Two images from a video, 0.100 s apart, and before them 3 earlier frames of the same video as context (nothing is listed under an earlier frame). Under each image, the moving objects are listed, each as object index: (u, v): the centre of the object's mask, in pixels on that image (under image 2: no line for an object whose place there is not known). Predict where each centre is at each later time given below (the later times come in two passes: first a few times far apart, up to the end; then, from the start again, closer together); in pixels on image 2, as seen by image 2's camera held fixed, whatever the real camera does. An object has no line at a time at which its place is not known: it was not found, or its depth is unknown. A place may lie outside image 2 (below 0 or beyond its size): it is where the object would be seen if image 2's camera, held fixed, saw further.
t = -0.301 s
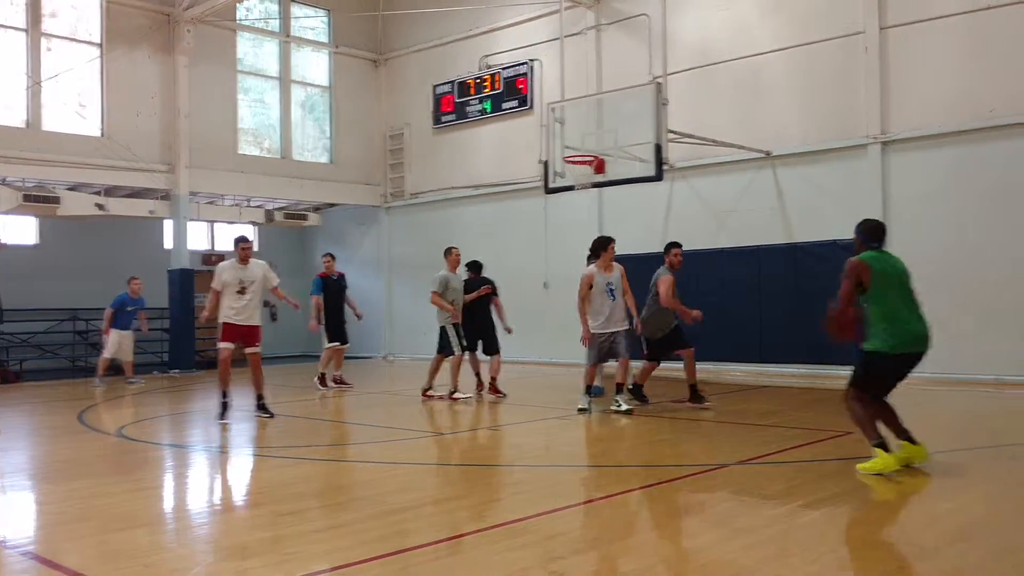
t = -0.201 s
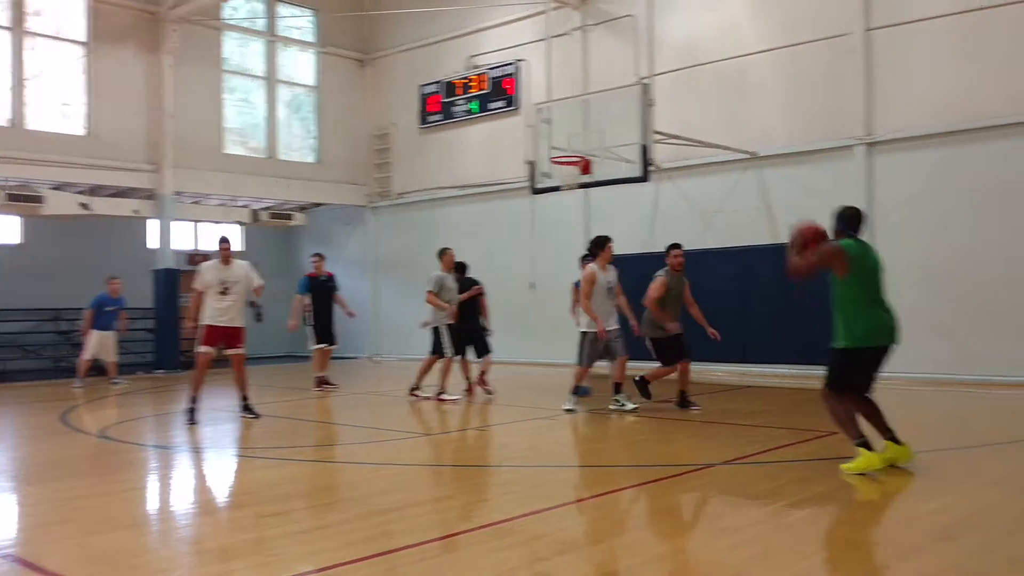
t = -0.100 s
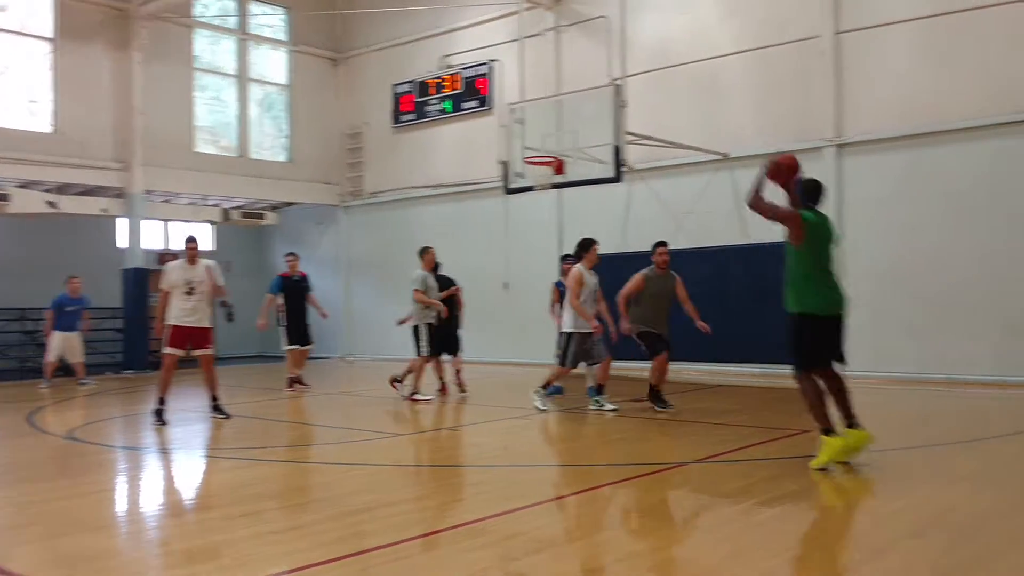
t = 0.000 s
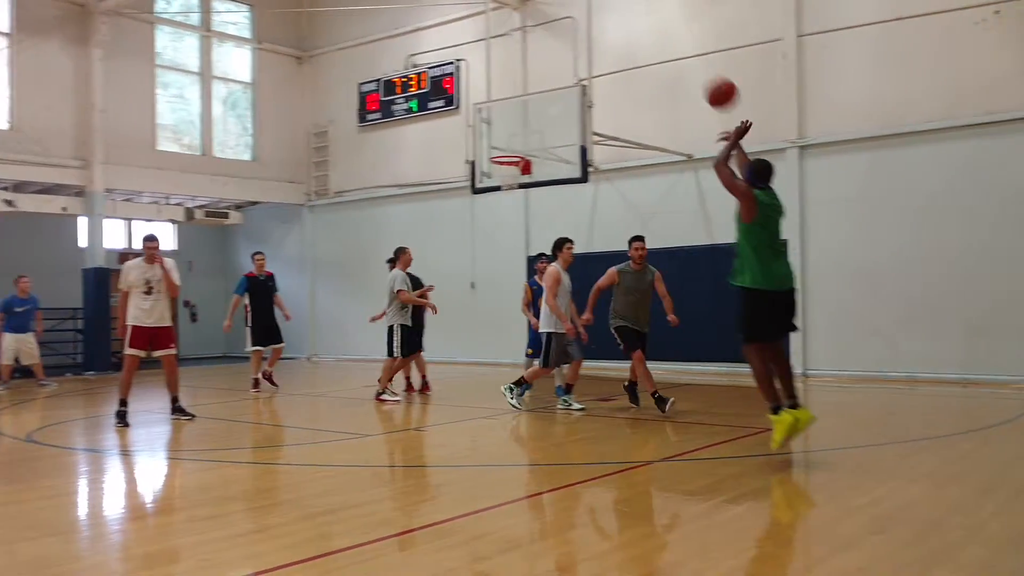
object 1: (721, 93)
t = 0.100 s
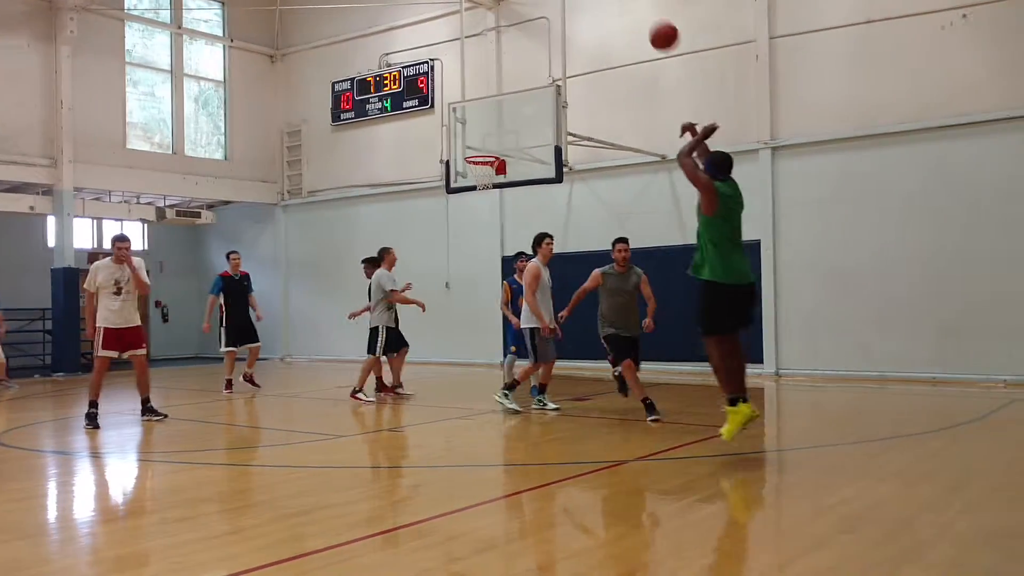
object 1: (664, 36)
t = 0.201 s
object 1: (635, 4)
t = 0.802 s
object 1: (523, 3)
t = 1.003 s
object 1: (497, 61)
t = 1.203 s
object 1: (476, 146)
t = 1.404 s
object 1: (493, 149)
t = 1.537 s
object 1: (493, 136)
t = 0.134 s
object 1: (654, 20)
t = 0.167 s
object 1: (644, 9)
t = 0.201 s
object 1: (635, 4)
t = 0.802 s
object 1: (523, 3)
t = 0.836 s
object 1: (519, 7)
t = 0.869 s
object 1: (514, 16)
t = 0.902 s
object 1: (510, 26)
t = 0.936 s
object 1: (506, 37)
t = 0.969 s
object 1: (501, 49)
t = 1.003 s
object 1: (497, 61)
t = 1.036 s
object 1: (493, 74)
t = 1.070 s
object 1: (490, 87)
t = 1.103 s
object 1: (486, 101)
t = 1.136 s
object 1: (483, 116)
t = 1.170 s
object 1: (479, 131)
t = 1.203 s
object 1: (476, 146)
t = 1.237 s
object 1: (476, 152)
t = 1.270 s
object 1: (477, 156)
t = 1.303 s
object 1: (479, 157)
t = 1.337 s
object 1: (485, 154)
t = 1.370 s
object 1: (492, 153)
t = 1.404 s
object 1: (493, 149)
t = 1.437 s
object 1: (493, 145)
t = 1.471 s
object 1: (493, 141)
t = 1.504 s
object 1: (493, 138)
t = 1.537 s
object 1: (493, 136)
